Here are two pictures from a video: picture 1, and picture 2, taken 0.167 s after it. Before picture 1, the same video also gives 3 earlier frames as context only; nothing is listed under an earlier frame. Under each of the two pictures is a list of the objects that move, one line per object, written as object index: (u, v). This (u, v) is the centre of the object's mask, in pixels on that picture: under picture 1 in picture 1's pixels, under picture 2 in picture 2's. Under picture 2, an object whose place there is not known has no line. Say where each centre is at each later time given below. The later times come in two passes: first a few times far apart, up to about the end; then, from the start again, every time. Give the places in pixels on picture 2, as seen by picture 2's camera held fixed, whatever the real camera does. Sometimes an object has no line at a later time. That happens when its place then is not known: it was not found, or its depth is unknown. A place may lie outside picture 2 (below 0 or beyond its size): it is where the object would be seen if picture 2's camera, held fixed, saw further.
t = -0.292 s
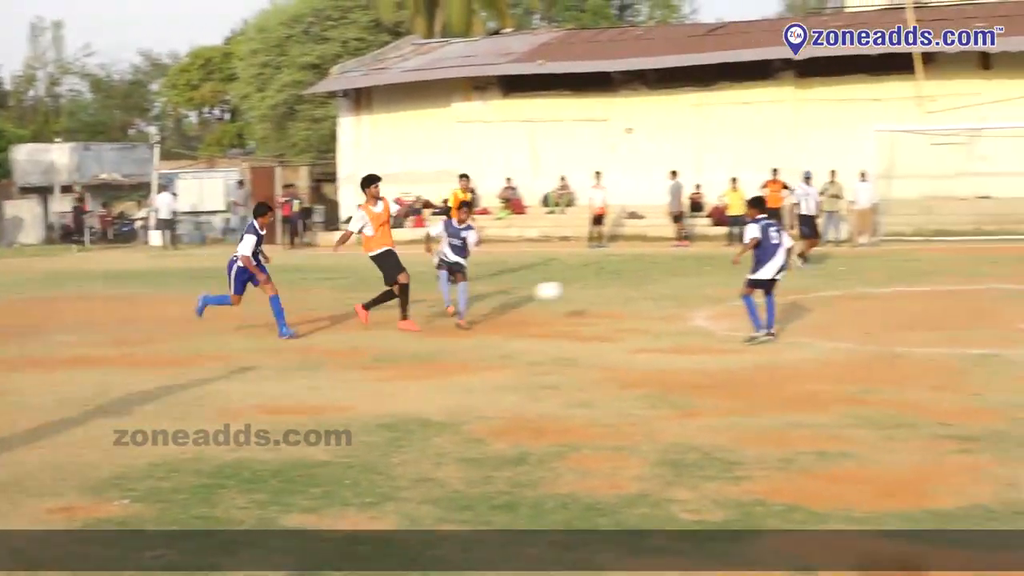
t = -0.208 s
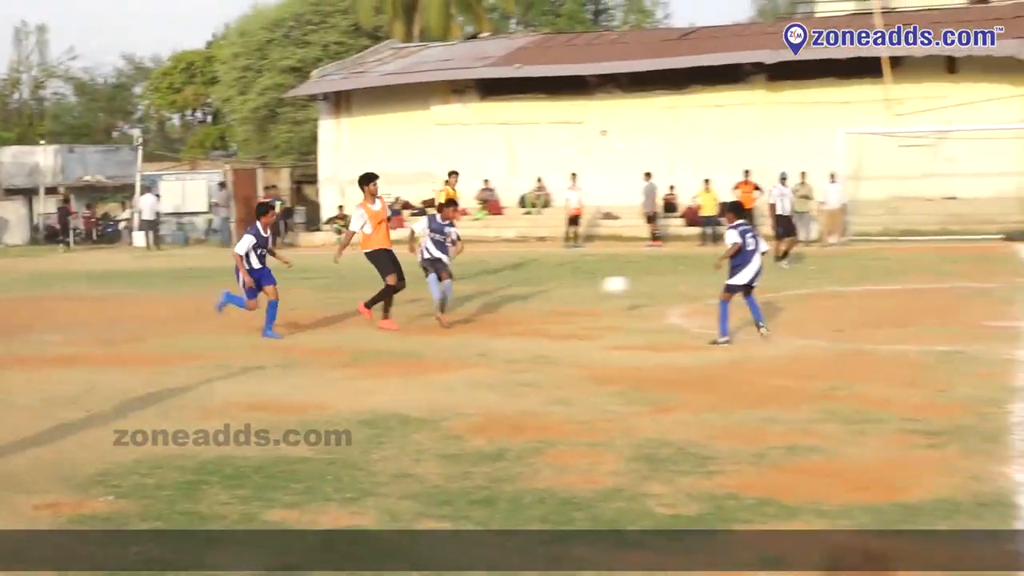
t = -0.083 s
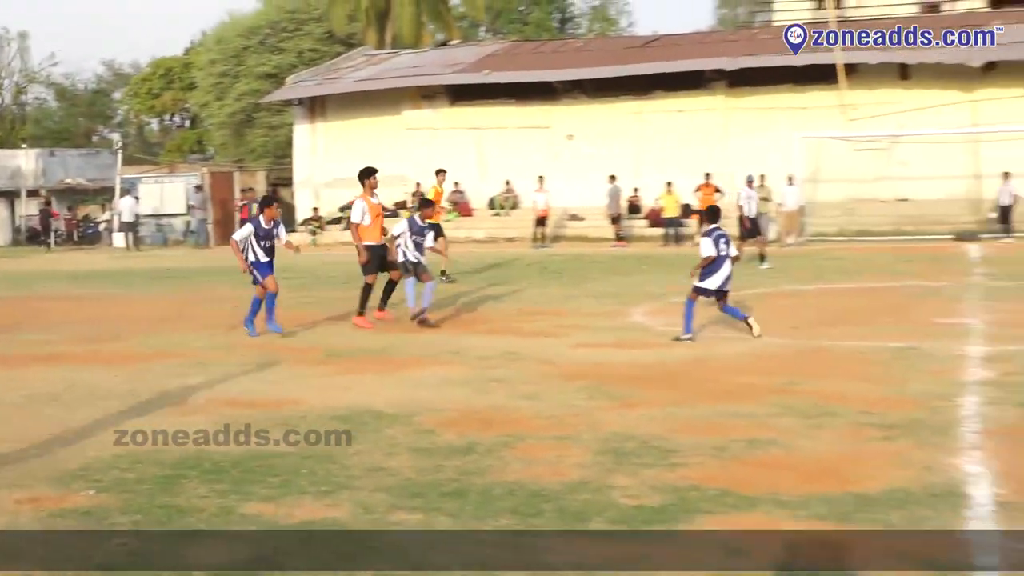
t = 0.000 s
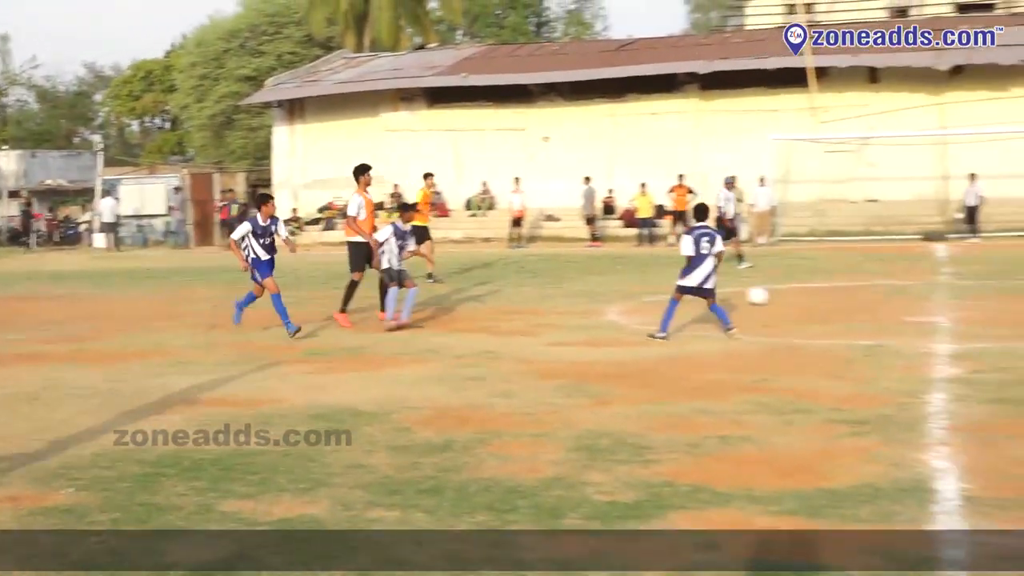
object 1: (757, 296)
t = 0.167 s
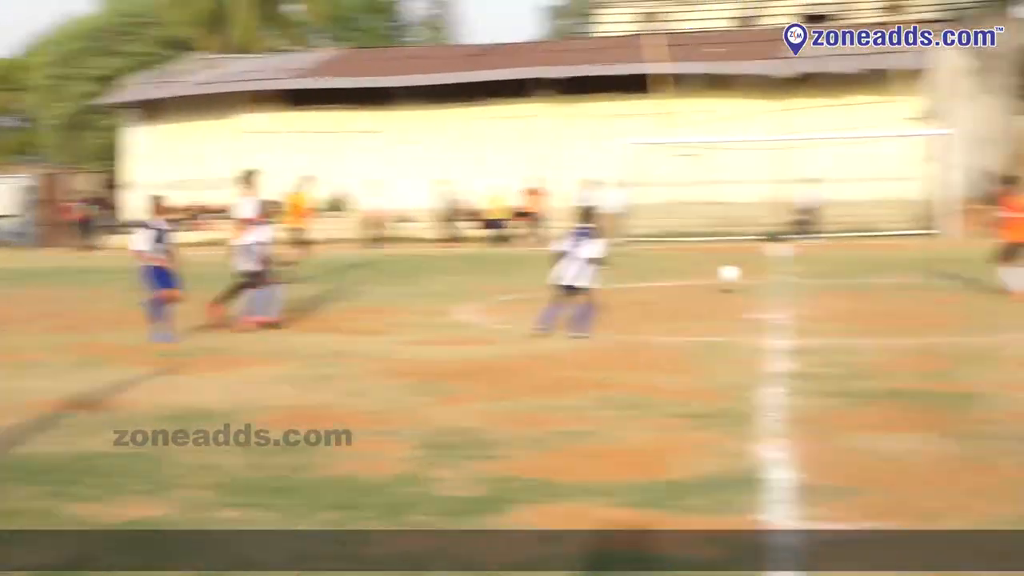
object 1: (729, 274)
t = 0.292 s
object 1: (807, 274)
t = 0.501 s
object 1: (915, 278)
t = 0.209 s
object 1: (755, 273)
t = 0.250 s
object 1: (780, 273)
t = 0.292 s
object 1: (807, 274)
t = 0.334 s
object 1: (832, 277)
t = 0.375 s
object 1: (856, 282)
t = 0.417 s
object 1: (877, 282)
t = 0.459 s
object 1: (896, 280)
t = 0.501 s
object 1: (915, 278)
